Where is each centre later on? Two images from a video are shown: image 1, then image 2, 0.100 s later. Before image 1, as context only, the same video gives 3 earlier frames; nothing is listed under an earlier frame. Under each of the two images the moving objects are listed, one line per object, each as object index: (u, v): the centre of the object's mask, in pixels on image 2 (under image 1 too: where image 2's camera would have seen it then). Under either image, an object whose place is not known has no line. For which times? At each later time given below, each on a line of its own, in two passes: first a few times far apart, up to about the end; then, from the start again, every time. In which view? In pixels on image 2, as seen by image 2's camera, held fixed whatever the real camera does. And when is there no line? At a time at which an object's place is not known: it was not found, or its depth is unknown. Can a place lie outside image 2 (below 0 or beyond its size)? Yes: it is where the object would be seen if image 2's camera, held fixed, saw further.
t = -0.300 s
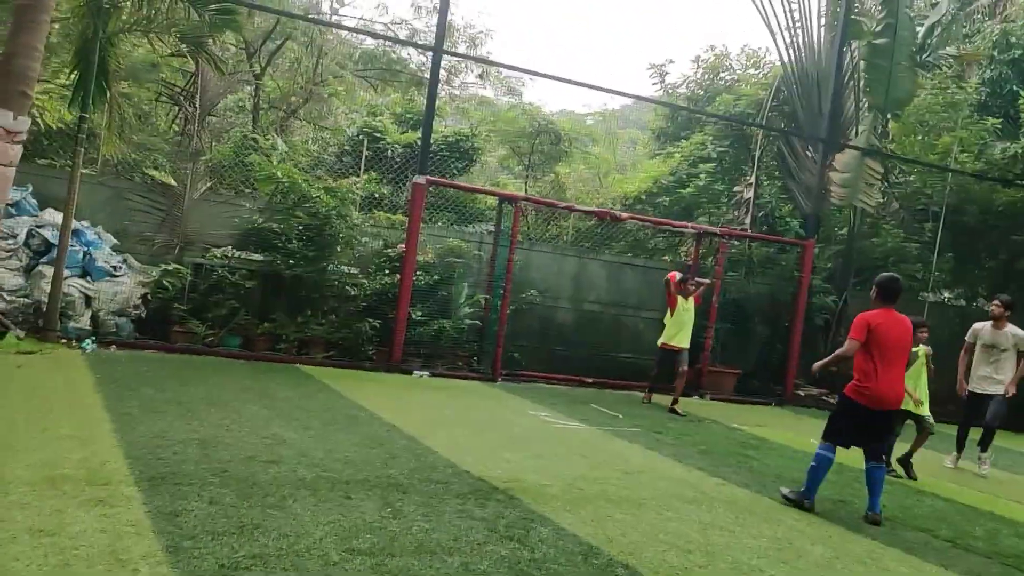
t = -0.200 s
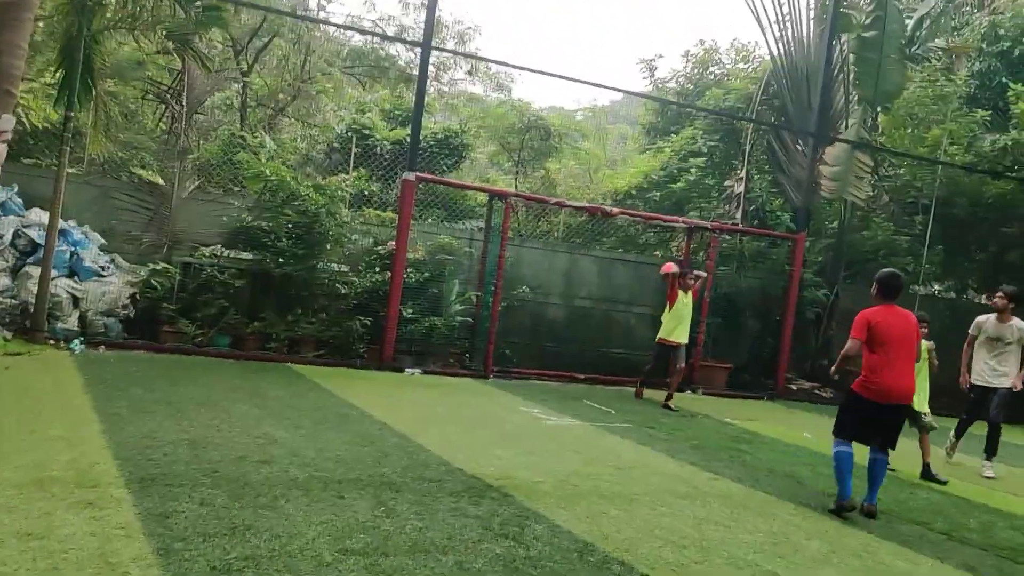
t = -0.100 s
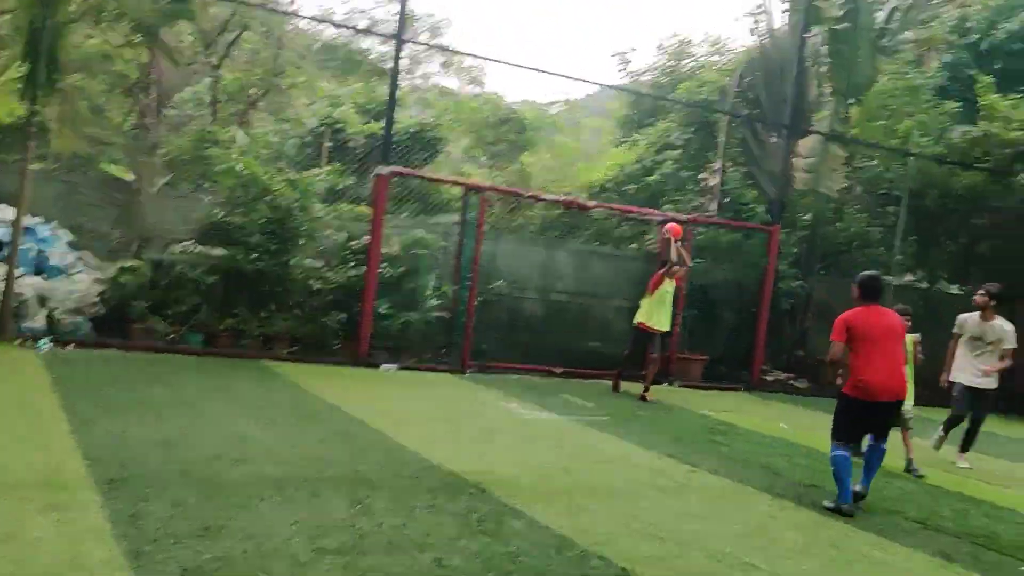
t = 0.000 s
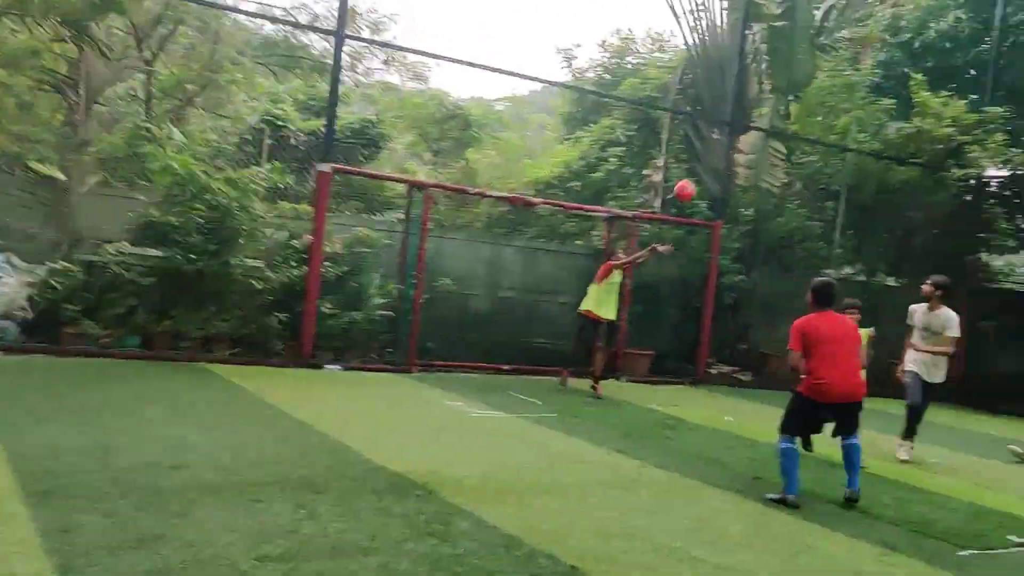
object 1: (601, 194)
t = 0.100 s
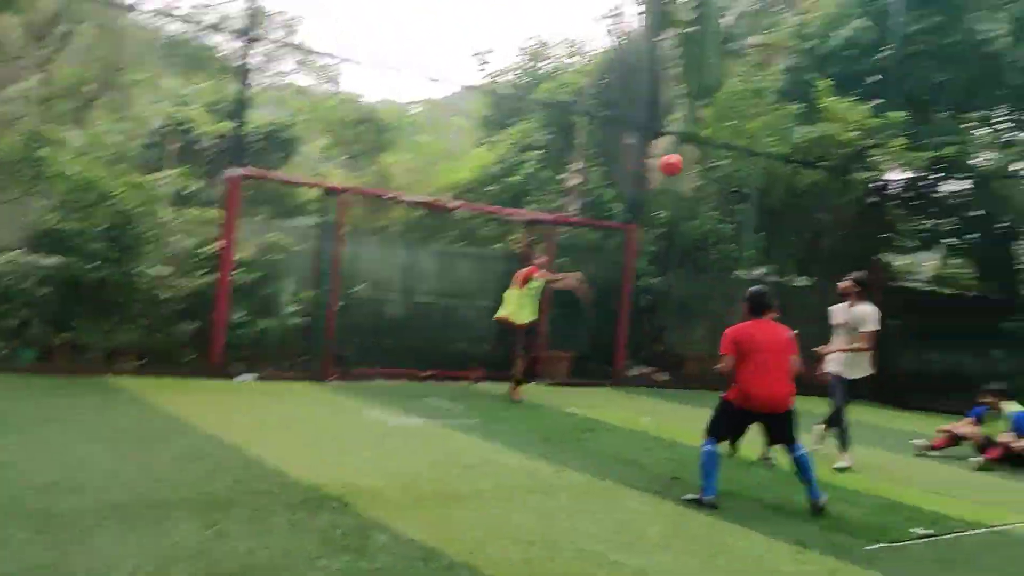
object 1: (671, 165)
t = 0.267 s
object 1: (793, 133)
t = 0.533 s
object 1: (1012, 136)
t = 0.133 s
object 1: (694, 157)
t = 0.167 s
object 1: (718, 150)
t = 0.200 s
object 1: (742, 143)
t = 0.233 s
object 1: (768, 137)
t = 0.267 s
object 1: (793, 133)
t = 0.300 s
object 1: (819, 129)
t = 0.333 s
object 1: (845, 126)
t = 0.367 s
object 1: (872, 125)
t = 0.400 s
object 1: (899, 124)
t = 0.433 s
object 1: (927, 125)
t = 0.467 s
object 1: (955, 128)
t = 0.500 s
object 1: (983, 131)
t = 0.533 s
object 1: (1012, 136)
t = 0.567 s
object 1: (1043, 142)
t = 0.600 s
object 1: (1074, 149)
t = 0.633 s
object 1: (1105, 158)
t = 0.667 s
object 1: (1136, 169)
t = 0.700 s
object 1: (1168, 181)
